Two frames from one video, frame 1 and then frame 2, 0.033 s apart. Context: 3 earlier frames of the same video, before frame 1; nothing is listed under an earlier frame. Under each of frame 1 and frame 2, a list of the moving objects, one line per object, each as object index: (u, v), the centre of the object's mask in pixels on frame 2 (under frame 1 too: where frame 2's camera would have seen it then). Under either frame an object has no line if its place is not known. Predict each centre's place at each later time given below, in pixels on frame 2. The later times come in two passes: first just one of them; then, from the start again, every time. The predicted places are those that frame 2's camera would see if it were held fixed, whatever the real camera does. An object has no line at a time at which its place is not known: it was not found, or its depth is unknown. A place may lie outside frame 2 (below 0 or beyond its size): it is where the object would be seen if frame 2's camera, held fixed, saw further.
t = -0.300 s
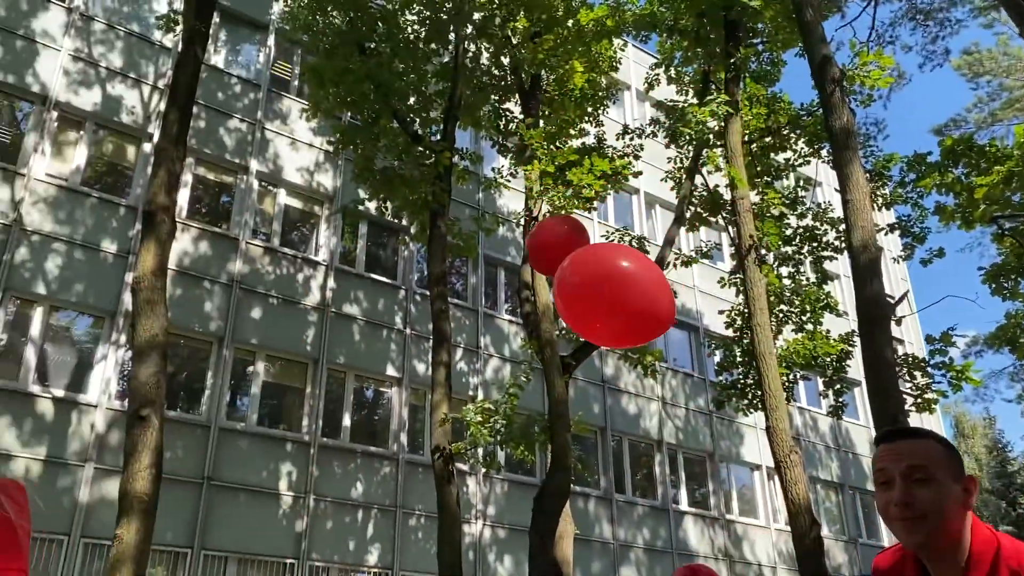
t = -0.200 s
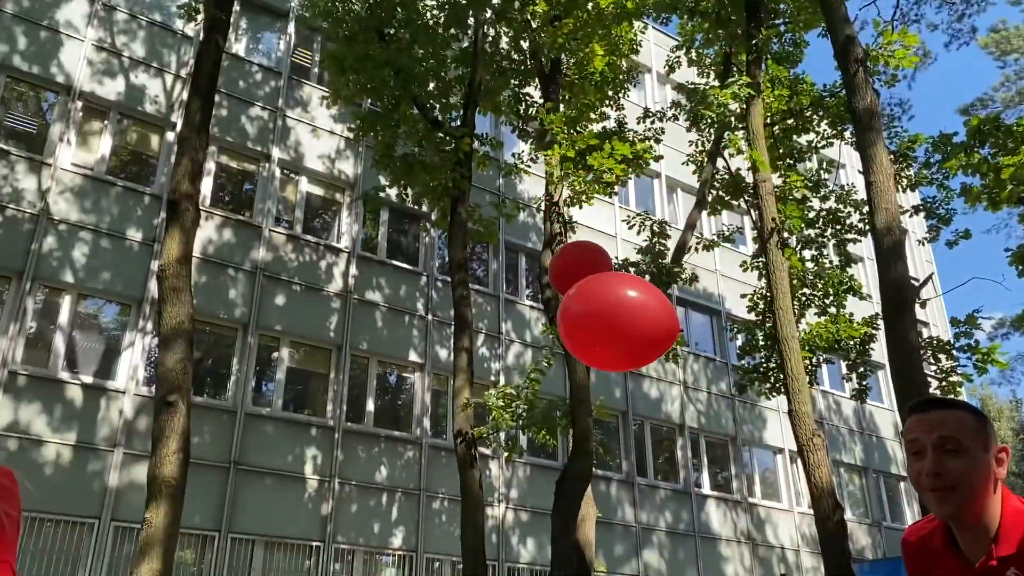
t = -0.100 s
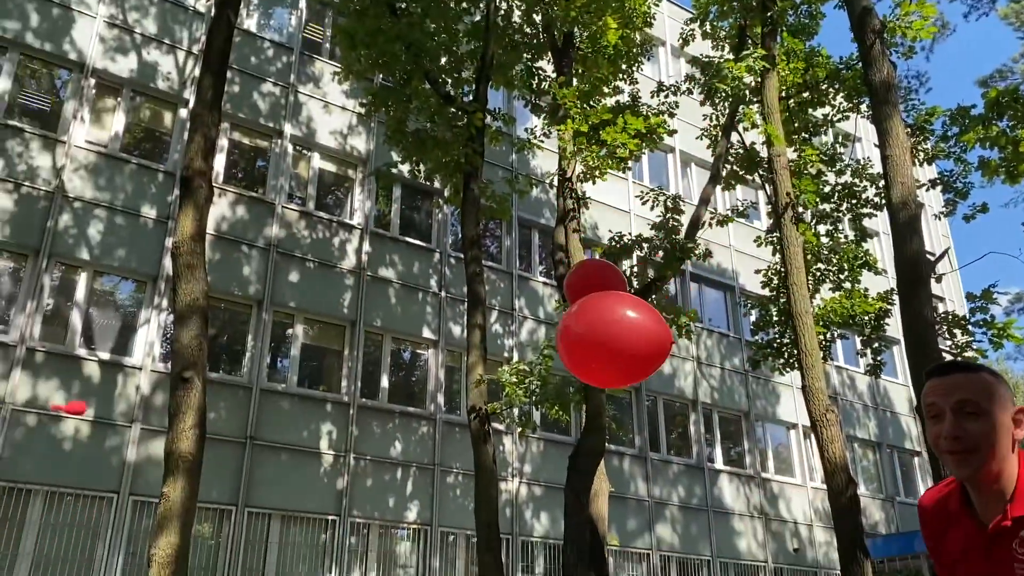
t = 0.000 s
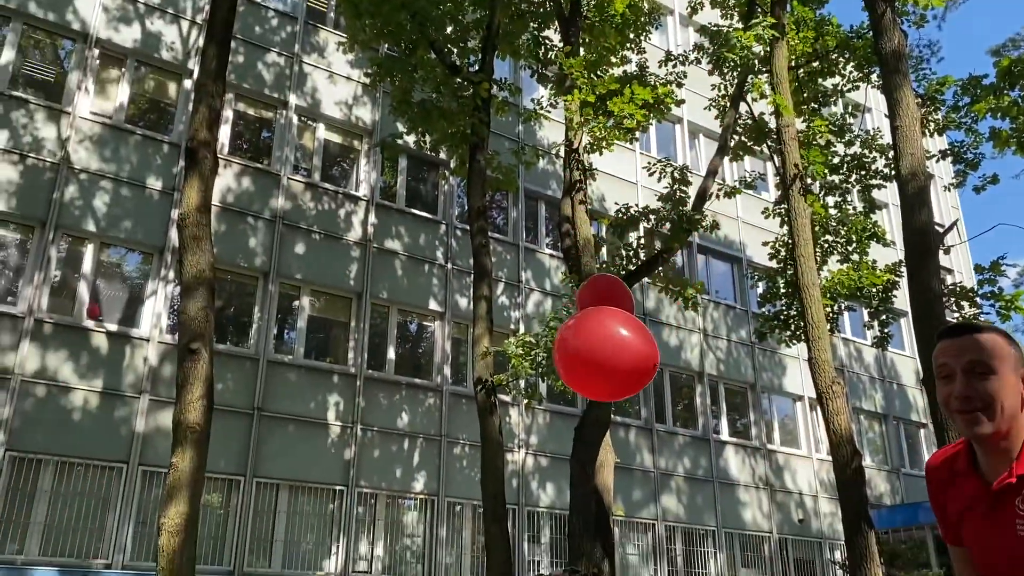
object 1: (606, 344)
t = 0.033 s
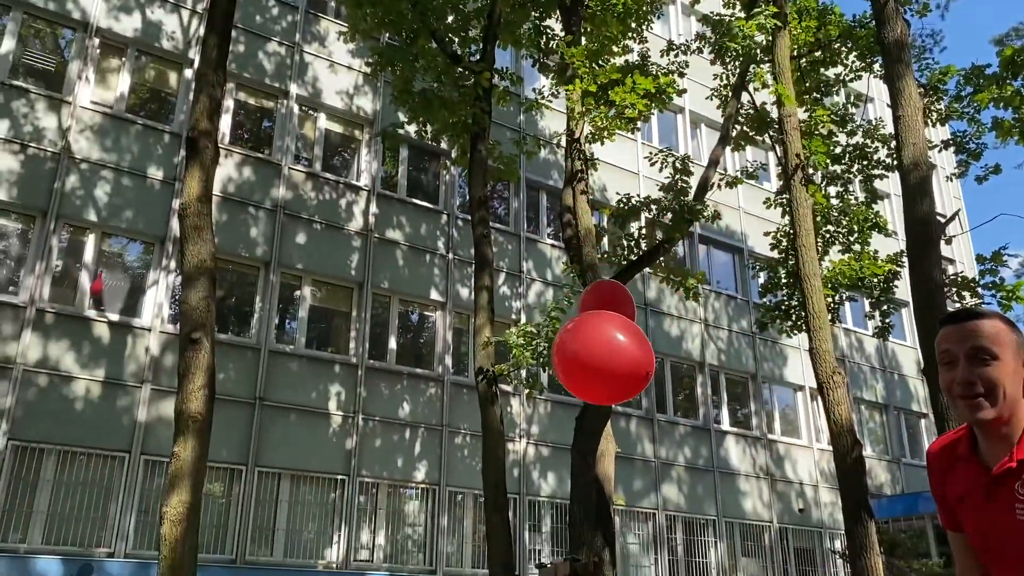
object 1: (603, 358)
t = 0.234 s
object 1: (594, 443)
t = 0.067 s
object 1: (600, 372)
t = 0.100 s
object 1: (598, 385)
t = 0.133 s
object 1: (597, 399)
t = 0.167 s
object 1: (596, 414)
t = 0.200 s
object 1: (595, 428)
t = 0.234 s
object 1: (594, 443)
